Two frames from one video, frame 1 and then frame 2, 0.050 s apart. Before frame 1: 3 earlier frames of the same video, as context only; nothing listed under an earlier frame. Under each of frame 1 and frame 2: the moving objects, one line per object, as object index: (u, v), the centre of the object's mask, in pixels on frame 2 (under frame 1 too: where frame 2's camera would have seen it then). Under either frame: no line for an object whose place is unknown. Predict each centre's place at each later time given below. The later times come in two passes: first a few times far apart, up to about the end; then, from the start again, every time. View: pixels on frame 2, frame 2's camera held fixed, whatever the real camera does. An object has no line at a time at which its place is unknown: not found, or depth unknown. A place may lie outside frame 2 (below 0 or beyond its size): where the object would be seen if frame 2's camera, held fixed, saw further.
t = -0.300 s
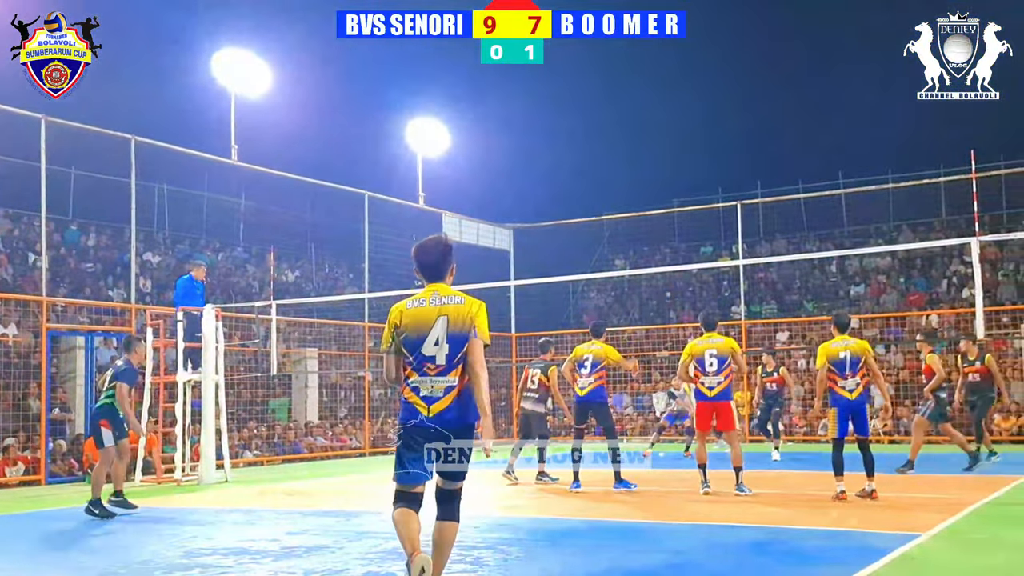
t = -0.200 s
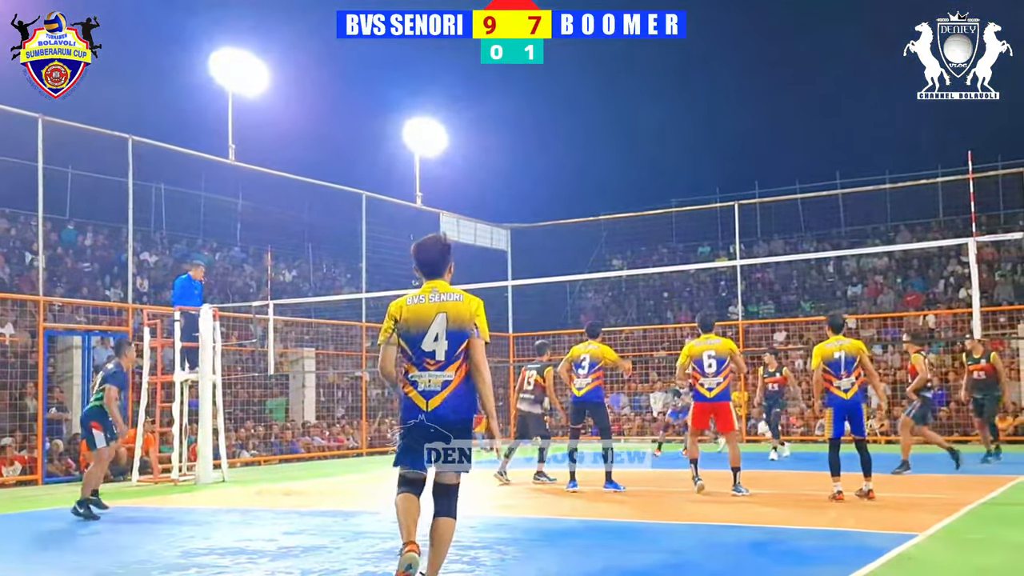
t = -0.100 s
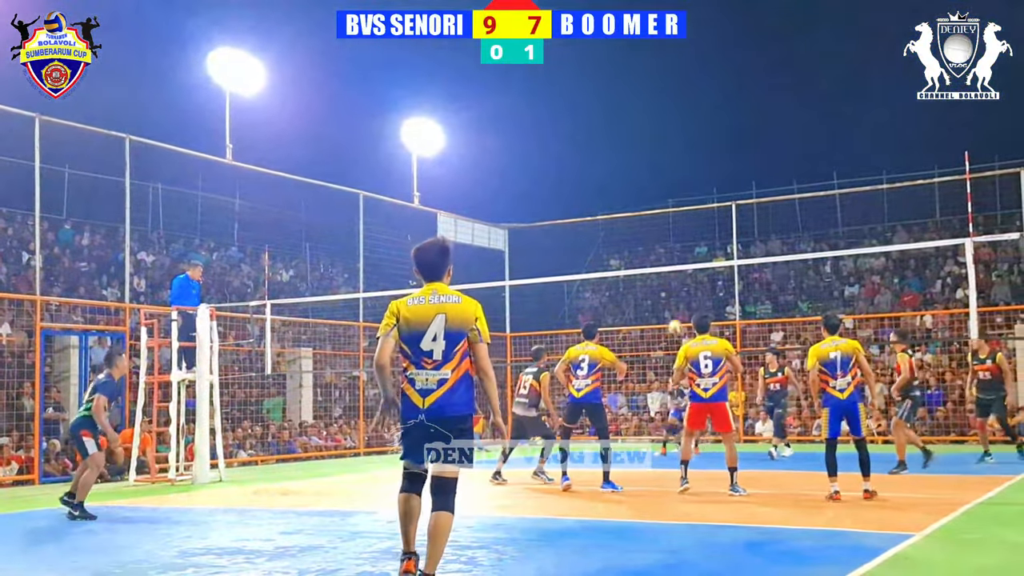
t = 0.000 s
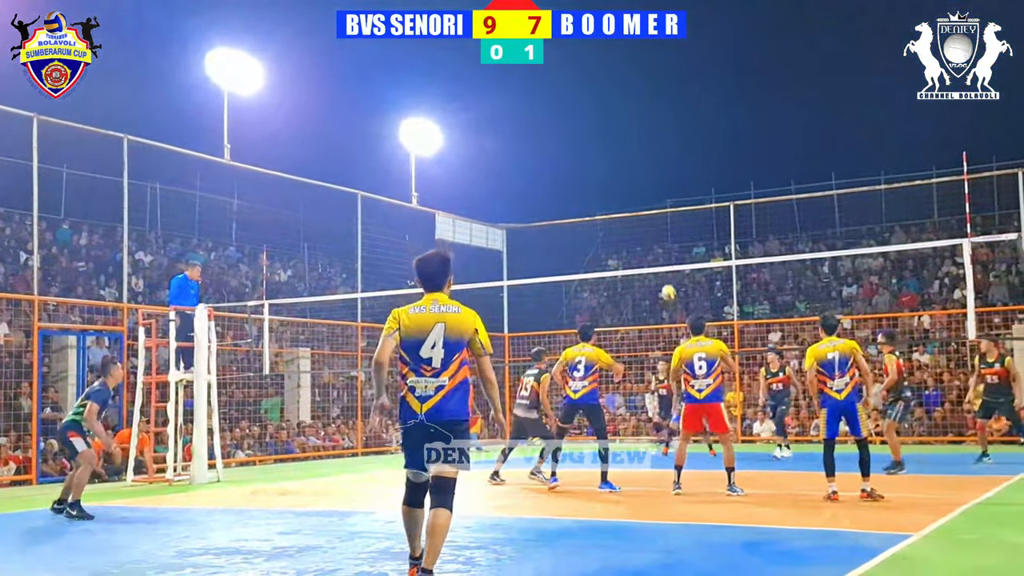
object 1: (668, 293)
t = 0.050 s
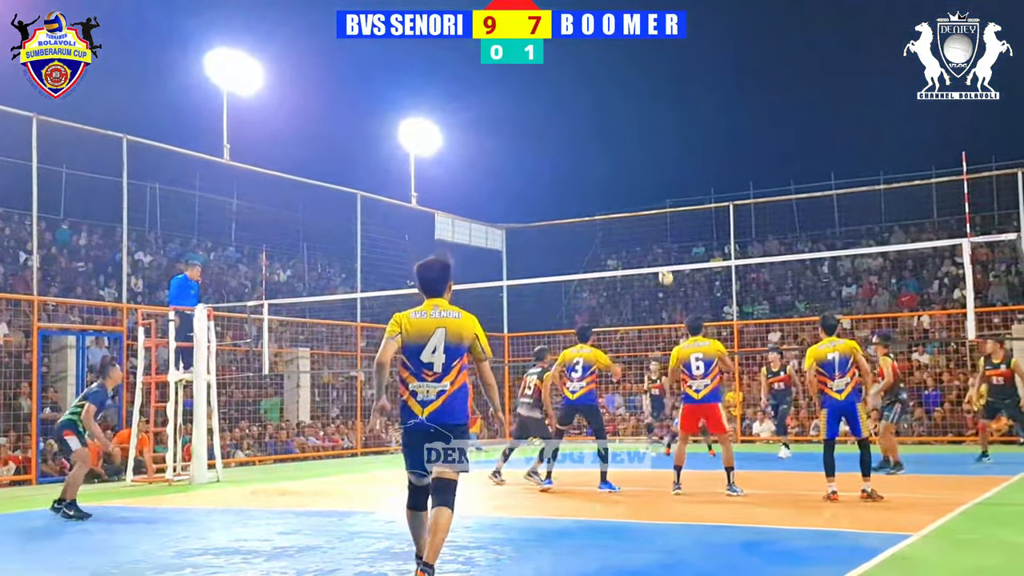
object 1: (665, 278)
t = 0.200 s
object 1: (657, 238)
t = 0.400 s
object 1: (646, 205)
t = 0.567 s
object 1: (637, 197)
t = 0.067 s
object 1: (665, 272)
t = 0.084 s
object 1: (664, 266)
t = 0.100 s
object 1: (662, 261)
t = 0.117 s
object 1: (662, 258)
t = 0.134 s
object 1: (661, 254)
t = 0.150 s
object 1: (660, 250)
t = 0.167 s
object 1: (659, 246)
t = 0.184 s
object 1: (658, 242)
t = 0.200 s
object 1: (657, 238)
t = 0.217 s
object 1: (657, 234)
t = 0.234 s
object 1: (656, 231)
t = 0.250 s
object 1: (655, 228)
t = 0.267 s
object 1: (654, 225)
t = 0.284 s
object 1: (653, 221)
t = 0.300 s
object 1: (652, 219)
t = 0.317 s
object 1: (651, 216)
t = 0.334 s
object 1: (650, 214)
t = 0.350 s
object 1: (649, 212)
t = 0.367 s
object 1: (648, 209)
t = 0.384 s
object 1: (647, 207)
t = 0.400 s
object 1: (646, 205)
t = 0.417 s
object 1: (645, 204)
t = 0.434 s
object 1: (644, 202)
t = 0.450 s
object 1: (644, 201)
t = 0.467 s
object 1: (643, 200)
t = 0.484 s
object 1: (642, 199)
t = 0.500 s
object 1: (641, 198)
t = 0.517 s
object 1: (640, 198)
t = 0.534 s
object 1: (639, 198)
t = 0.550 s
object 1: (638, 197)
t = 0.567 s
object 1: (637, 197)
